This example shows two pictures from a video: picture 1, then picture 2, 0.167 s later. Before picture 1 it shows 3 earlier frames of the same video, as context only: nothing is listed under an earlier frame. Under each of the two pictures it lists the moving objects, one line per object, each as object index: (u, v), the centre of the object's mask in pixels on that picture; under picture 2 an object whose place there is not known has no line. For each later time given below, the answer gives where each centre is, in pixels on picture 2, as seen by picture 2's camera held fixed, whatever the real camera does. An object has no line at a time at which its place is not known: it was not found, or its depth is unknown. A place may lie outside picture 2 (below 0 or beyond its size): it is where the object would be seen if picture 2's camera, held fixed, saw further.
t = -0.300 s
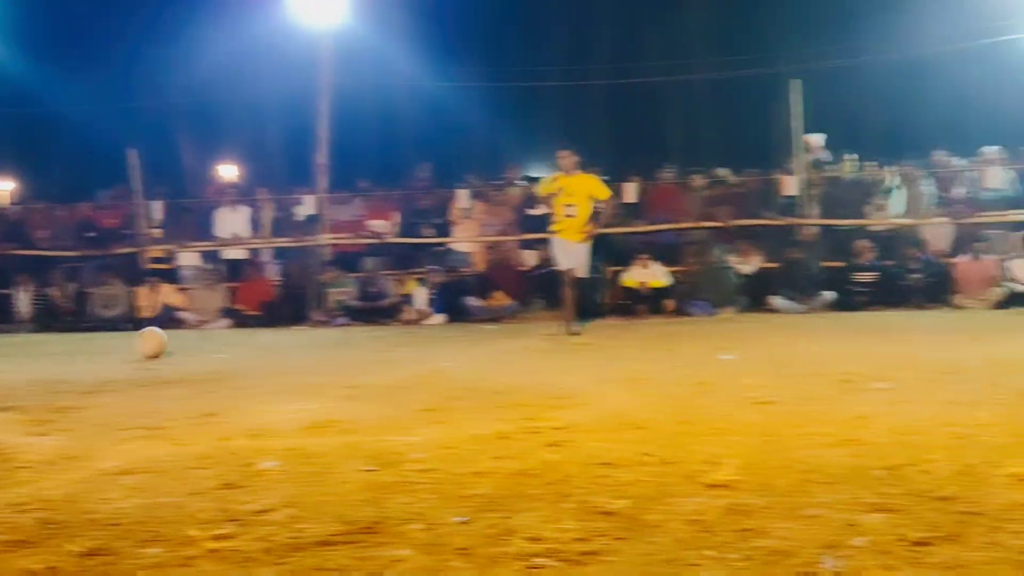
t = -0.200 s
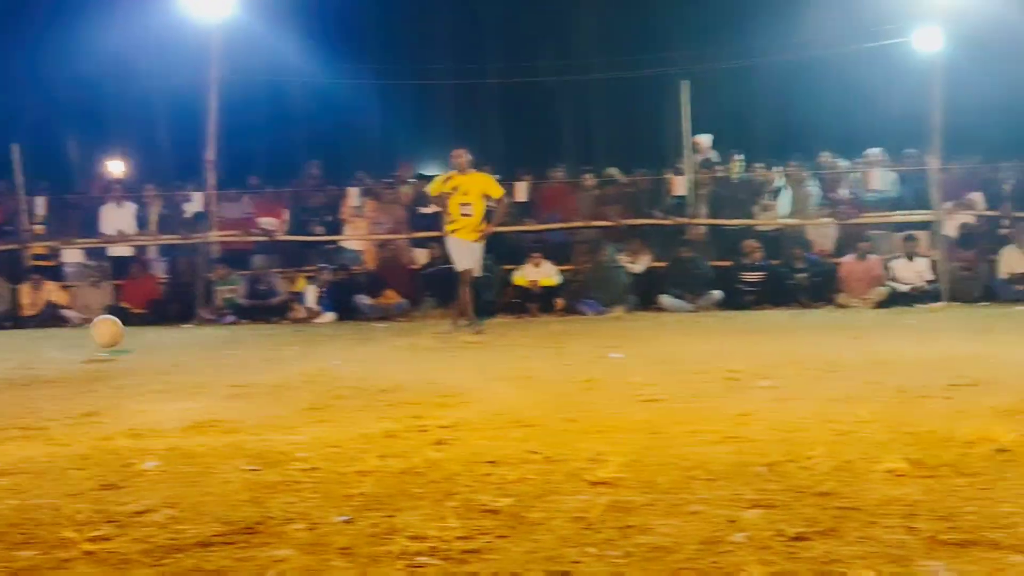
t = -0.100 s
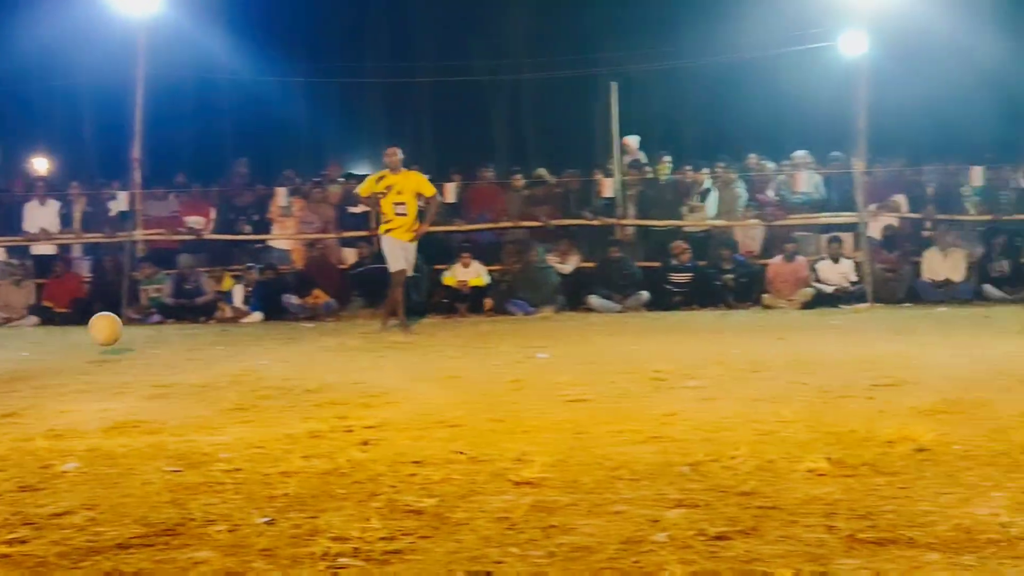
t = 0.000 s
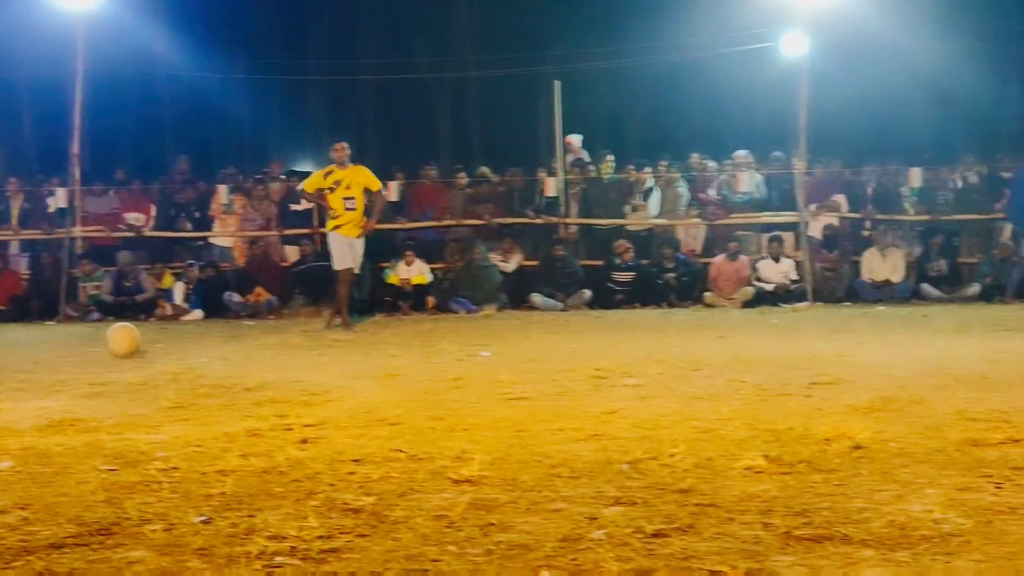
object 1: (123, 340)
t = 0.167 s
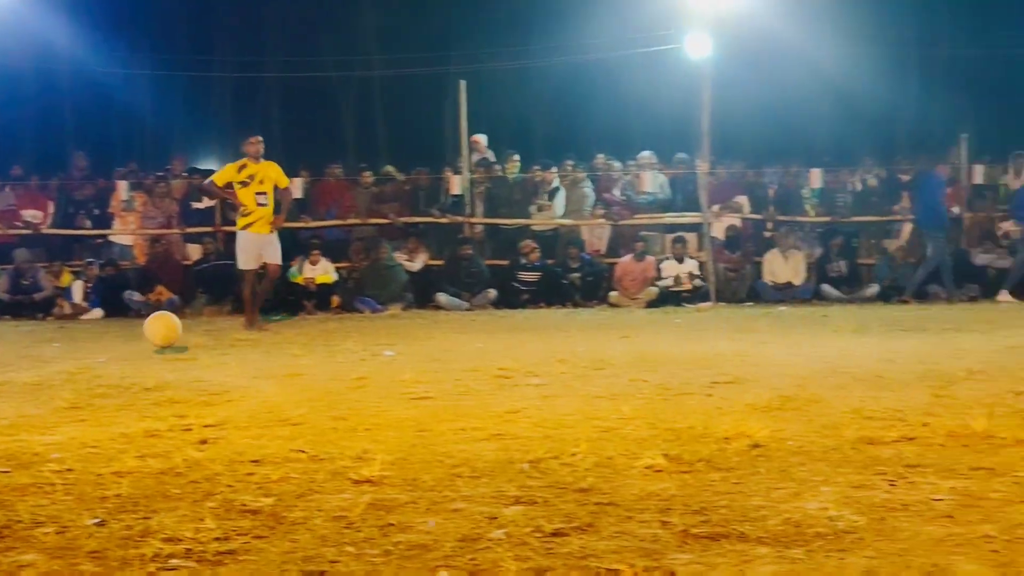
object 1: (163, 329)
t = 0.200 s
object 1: (190, 332)
